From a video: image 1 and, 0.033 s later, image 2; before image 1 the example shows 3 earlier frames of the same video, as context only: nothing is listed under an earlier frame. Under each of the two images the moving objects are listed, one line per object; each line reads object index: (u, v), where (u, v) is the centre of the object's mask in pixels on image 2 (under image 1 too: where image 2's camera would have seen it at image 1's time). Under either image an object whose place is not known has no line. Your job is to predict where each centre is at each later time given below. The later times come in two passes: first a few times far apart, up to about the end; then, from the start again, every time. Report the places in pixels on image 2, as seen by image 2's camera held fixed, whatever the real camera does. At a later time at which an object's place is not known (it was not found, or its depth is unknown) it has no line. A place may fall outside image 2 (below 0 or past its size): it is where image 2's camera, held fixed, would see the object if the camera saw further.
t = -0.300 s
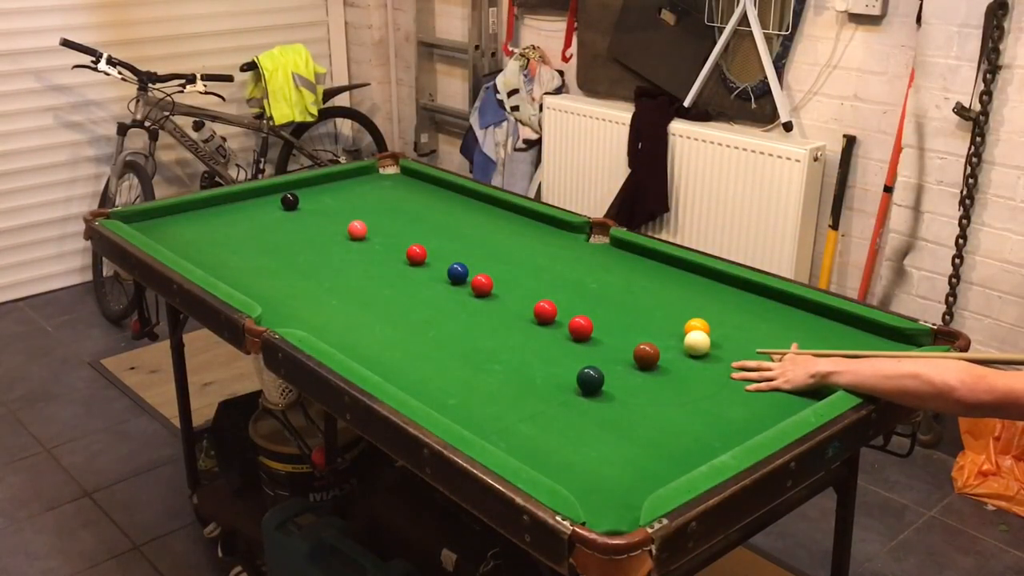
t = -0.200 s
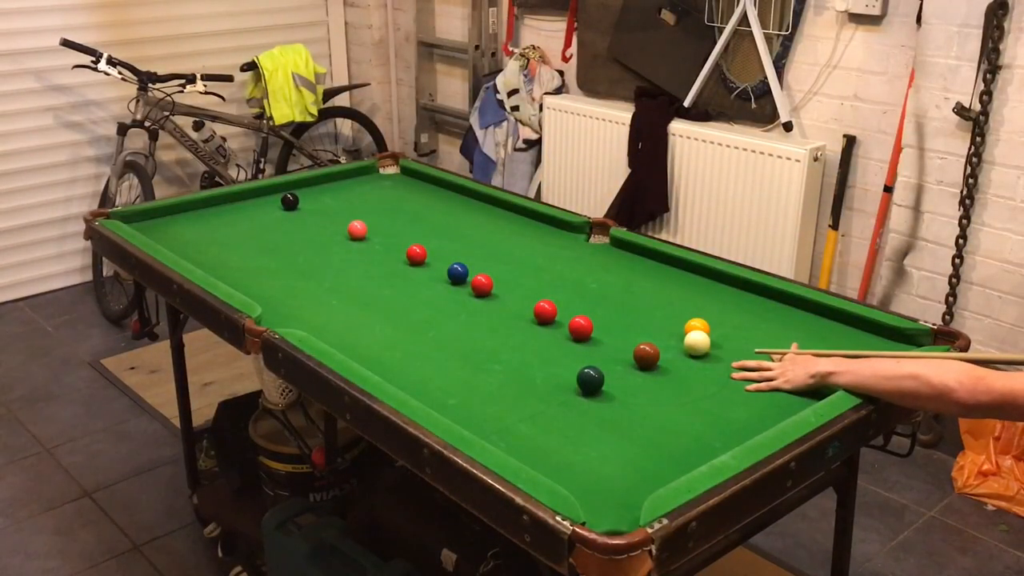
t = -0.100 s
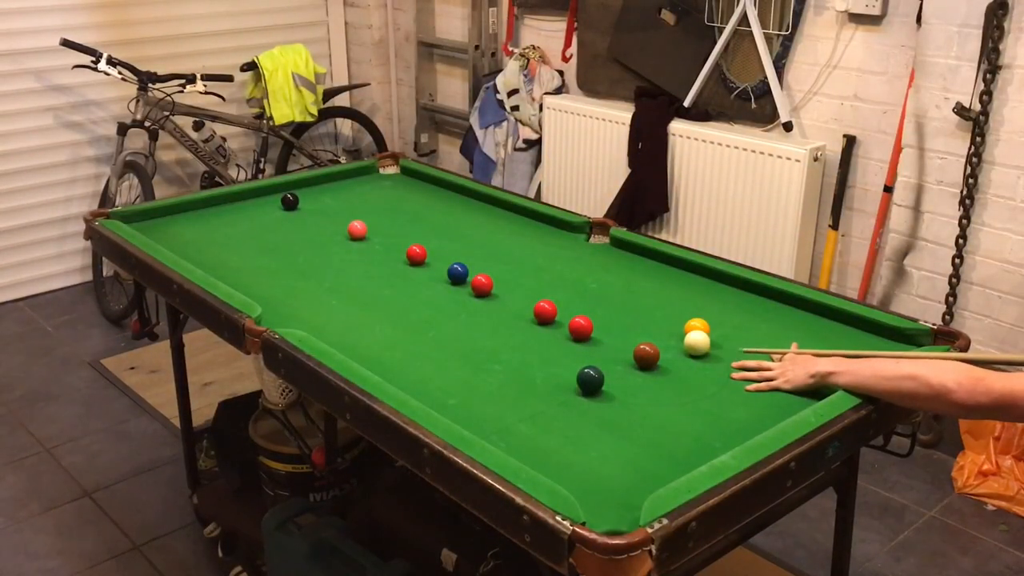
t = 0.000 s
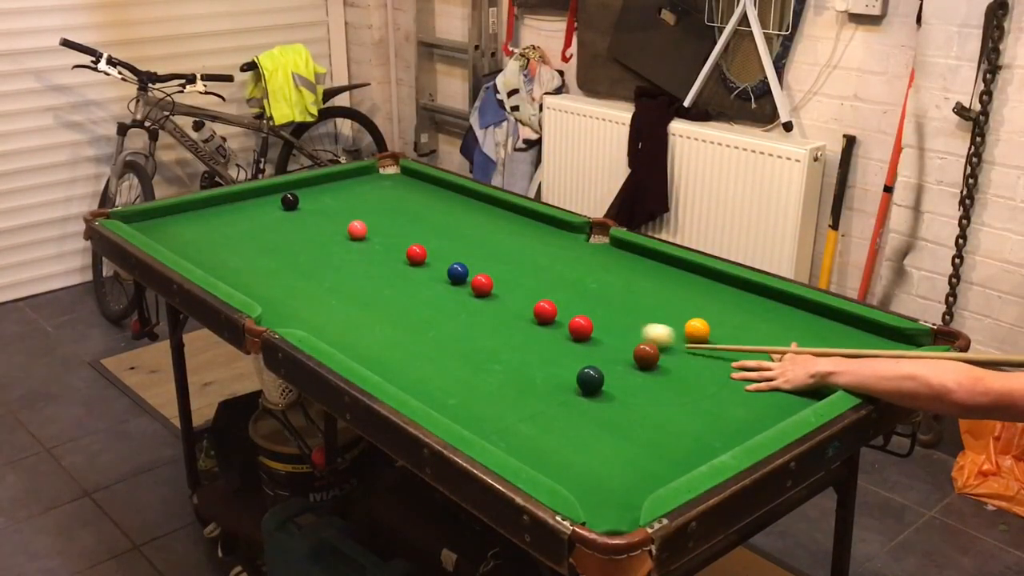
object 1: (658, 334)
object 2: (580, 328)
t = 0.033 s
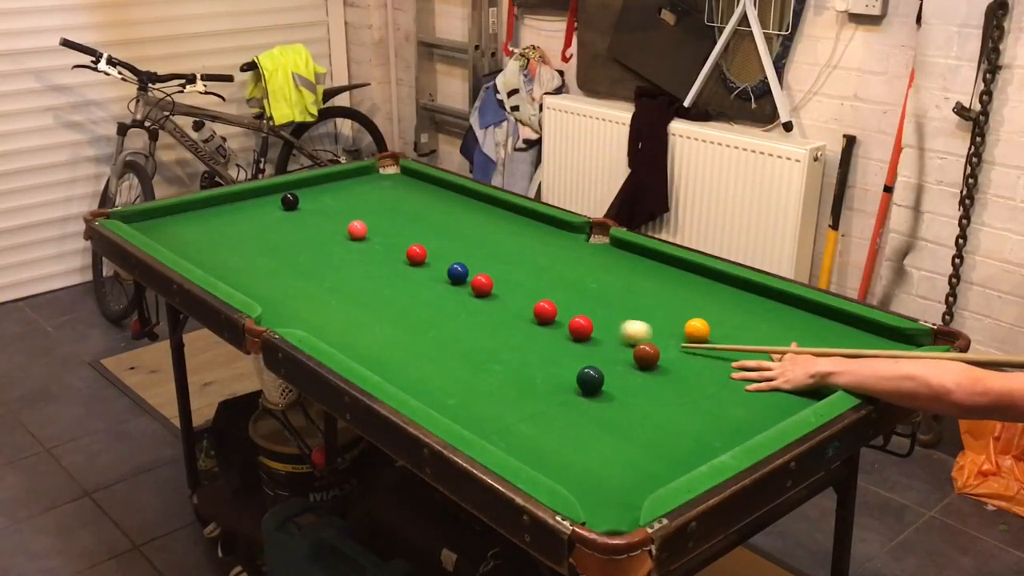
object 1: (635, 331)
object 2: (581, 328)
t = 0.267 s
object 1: (602, 318)
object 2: (515, 326)
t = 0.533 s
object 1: (600, 306)
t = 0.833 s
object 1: (598, 296)
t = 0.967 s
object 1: (598, 292)
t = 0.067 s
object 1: (616, 329)
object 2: (580, 328)
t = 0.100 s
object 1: (605, 327)
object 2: (574, 327)
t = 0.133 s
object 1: (605, 325)
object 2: (560, 327)
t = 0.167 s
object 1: (604, 323)
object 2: (549, 326)
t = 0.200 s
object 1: (603, 321)
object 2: (538, 326)
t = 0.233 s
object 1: (603, 320)
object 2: (526, 326)
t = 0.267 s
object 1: (602, 318)
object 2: (515, 326)
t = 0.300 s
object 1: (602, 316)
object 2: (504, 326)
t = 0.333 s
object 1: (602, 315)
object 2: (493, 326)
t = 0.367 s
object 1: (601, 314)
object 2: (483, 325)
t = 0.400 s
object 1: (601, 312)
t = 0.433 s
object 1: (601, 311)
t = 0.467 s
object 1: (600, 309)
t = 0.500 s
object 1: (600, 308)
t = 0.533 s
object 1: (600, 306)
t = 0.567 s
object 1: (599, 305)
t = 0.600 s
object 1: (599, 304)
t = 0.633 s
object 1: (599, 303)
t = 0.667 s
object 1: (598, 302)
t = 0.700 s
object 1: (598, 300)
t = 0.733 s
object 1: (598, 299)
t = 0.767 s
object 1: (598, 298)
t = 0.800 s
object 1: (598, 297)
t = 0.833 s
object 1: (598, 296)
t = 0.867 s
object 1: (598, 295)
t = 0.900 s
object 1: (598, 294)
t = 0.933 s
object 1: (598, 293)
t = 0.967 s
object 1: (598, 292)
